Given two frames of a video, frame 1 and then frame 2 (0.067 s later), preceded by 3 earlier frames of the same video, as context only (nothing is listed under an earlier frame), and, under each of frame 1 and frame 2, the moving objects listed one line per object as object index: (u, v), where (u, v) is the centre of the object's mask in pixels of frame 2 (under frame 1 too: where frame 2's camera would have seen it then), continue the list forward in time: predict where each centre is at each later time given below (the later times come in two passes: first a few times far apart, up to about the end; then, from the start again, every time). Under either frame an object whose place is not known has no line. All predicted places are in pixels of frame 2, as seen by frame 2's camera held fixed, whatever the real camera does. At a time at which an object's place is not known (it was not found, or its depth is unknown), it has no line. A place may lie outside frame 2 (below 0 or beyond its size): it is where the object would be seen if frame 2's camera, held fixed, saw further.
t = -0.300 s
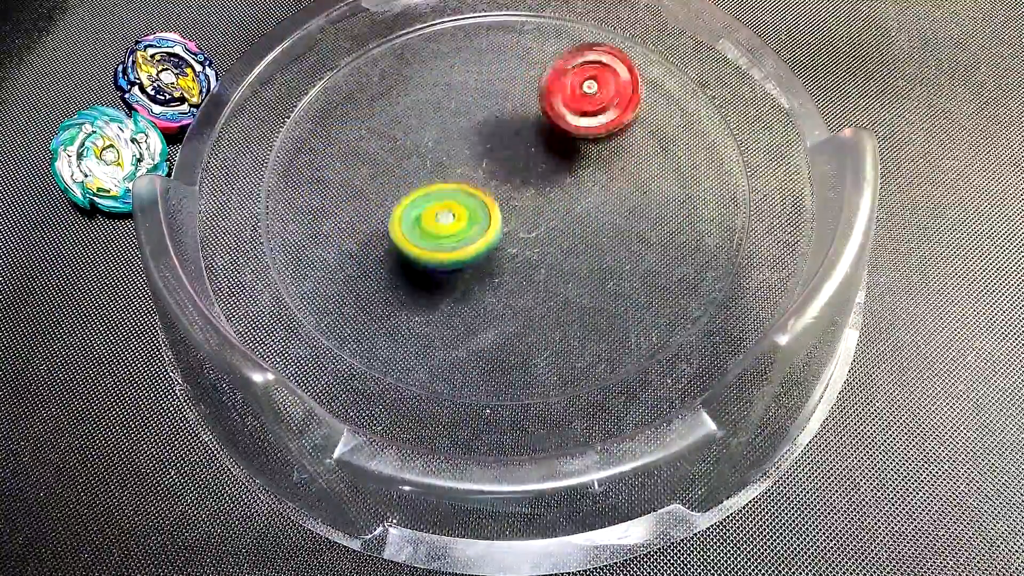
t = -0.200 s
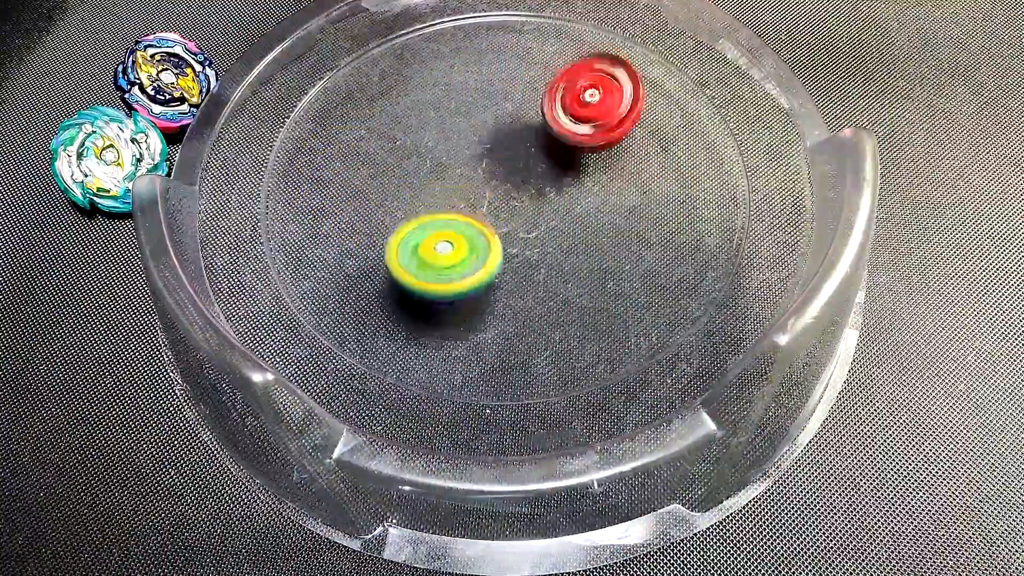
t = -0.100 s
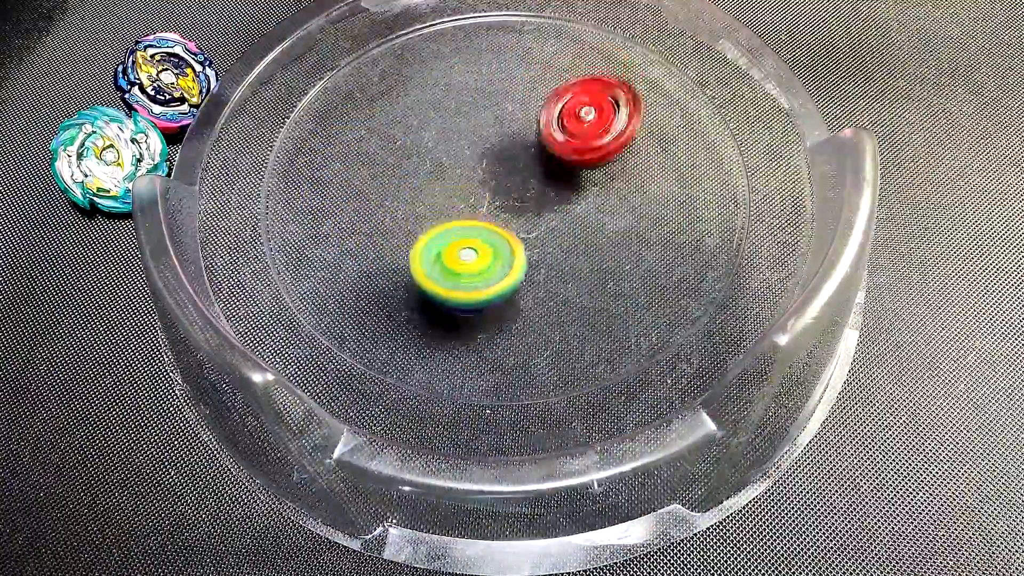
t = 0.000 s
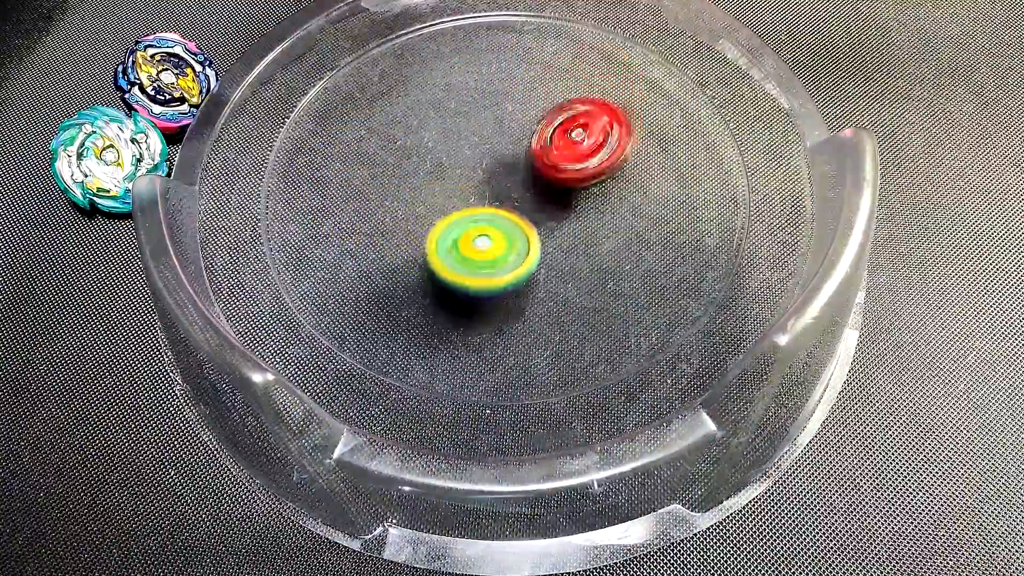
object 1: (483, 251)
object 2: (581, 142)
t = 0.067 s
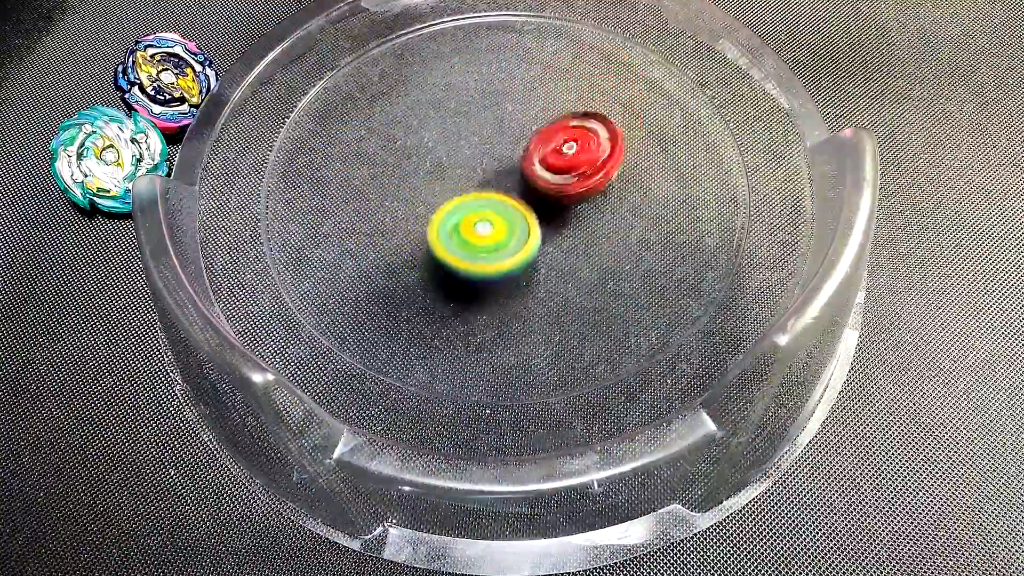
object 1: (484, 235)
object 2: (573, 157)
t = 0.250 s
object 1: (368, 219)
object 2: (616, 163)
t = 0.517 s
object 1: (361, 250)
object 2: (568, 175)
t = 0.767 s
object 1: (412, 210)
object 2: (539, 151)
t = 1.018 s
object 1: (401, 176)
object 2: (628, 59)
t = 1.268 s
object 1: (451, 131)
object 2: (635, 65)
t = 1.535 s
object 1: (462, 78)
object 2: (586, 126)
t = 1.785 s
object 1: (449, 103)
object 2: (544, 297)
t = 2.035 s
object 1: (496, 147)
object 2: (538, 317)
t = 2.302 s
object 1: (572, 155)
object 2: (481, 207)
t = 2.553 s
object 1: (563, 150)
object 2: (403, 142)
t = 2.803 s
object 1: (554, 176)
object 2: (432, 167)
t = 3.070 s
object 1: (515, 223)
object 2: (452, 154)
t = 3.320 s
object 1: (514, 226)
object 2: (458, 155)
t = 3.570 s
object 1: (501, 220)
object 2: (438, 166)
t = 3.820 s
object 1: (494, 219)
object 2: (457, 149)
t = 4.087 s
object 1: (505, 219)
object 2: (461, 142)
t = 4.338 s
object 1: (515, 199)
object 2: (450, 150)
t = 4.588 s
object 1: (525, 191)
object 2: (448, 152)
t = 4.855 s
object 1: (536, 178)
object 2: (450, 160)
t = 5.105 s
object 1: (542, 178)
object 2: (447, 158)
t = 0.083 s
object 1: (483, 231)
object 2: (572, 160)
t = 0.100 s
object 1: (481, 227)
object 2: (569, 163)
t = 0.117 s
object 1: (478, 224)
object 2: (566, 166)
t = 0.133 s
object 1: (465, 222)
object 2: (570, 169)
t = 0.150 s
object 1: (444, 221)
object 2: (581, 168)
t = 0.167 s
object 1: (425, 221)
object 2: (592, 166)
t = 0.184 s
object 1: (408, 220)
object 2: (600, 165)
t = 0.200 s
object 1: (395, 220)
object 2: (606, 165)
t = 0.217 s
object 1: (383, 219)
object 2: (613, 163)
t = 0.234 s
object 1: (374, 220)
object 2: (615, 162)
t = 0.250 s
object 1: (368, 219)
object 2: (616, 163)
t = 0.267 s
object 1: (362, 221)
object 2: (616, 163)
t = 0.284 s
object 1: (358, 222)
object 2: (614, 164)
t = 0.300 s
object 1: (354, 223)
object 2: (611, 165)
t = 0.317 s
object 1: (351, 226)
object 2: (609, 166)
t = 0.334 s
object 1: (348, 229)
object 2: (608, 167)
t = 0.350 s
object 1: (347, 231)
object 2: (603, 168)
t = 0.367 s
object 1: (345, 235)
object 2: (600, 170)
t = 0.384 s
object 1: (343, 239)
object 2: (598, 171)
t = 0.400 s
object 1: (344, 242)
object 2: (595, 171)
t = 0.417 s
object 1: (345, 245)
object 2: (590, 172)
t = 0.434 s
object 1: (346, 247)
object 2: (587, 173)
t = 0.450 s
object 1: (348, 249)
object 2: (584, 173)
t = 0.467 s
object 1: (351, 250)
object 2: (579, 174)
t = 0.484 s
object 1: (354, 250)
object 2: (576, 173)
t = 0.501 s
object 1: (357, 250)
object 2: (573, 174)
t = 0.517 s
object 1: (361, 250)
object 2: (568, 175)
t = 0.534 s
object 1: (365, 249)
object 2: (563, 175)
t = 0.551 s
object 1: (371, 247)
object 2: (560, 174)
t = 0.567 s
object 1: (376, 245)
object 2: (556, 174)
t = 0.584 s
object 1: (382, 243)
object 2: (549, 173)
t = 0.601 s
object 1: (388, 240)
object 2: (546, 173)
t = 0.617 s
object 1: (394, 237)
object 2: (543, 172)
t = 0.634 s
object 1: (399, 234)
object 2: (537, 171)
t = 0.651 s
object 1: (405, 230)
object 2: (533, 169)
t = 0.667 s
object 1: (410, 227)
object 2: (530, 169)
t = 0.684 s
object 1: (415, 224)
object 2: (524, 167)
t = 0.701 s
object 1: (421, 221)
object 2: (519, 165)
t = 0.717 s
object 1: (426, 217)
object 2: (516, 165)
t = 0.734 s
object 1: (430, 214)
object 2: (514, 162)
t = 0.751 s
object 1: (423, 213)
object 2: (523, 156)
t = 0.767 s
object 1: (412, 210)
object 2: (539, 151)
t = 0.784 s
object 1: (401, 208)
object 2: (551, 137)
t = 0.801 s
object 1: (394, 206)
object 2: (566, 129)
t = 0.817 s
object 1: (391, 203)
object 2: (577, 121)
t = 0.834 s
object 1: (389, 201)
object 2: (590, 114)
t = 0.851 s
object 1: (388, 198)
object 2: (596, 101)
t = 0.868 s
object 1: (386, 194)
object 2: (604, 95)
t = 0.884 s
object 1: (385, 192)
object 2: (613, 88)
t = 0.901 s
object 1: (386, 190)
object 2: (617, 84)
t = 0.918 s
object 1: (387, 187)
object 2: (621, 76)
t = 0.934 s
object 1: (388, 185)
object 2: (624, 72)
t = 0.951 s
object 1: (390, 183)
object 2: (626, 69)
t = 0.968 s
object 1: (392, 180)
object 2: (626, 67)
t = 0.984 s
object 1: (394, 179)
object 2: (627, 64)
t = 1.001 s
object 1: (397, 178)
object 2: (627, 60)
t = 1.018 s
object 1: (401, 176)
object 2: (628, 59)
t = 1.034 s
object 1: (405, 174)
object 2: (628, 57)
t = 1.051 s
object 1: (408, 172)
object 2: (629, 56)
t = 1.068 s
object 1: (411, 171)
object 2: (631, 54)
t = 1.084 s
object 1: (415, 169)
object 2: (631, 54)
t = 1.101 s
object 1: (419, 168)
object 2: (633, 53)
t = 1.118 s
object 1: (423, 167)
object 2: (633, 53)
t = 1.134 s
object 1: (426, 164)
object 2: (635, 52)
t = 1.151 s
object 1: (428, 161)
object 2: (635, 53)
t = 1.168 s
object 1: (430, 159)
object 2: (637, 53)
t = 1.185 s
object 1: (433, 155)
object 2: (636, 55)
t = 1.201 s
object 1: (437, 150)
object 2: (637, 56)
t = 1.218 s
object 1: (441, 145)
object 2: (635, 57)
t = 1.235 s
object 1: (445, 139)
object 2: (637, 60)
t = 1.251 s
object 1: (448, 134)
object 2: (635, 62)
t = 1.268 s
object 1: (451, 131)
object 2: (635, 65)
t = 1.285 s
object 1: (455, 126)
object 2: (633, 67)
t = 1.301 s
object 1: (458, 124)
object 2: (631, 70)
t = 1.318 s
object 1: (460, 121)
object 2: (629, 73)
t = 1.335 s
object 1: (461, 120)
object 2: (627, 76)
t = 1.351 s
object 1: (462, 119)
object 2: (623, 80)
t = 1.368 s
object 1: (464, 117)
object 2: (619, 83)
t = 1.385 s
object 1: (466, 115)
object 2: (615, 86)
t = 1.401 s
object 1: (467, 112)
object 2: (611, 90)
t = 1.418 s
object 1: (469, 108)
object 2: (605, 94)
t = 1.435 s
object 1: (472, 106)
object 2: (600, 97)
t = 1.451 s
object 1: (477, 102)
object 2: (595, 99)
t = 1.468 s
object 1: (481, 99)
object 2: (588, 103)
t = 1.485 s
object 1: (482, 95)
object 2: (584, 105)
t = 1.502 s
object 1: (476, 87)
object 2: (584, 112)
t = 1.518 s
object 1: (468, 82)
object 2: (587, 119)
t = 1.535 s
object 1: (462, 78)
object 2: (586, 126)
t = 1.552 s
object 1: (457, 74)
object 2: (587, 140)
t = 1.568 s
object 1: (452, 70)
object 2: (586, 148)
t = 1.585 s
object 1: (447, 69)
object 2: (582, 162)
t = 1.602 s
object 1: (443, 69)
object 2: (581, 175)
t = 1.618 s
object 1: (441, 71)
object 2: (575, 189)
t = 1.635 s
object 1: (440, 73)
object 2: (575, 203)
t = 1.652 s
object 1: (438, 74)
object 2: (571, 212)
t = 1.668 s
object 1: (436, 77)
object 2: (566, 227)
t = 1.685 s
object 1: (437, 81)
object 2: (564, 238)
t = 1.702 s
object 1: (438, 85)
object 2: (561, 248)
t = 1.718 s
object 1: (439, 88)
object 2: (557, 261)
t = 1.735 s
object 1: (440, 92)
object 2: (553, 270)
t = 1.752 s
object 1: (443, 97)
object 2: (550, 280)
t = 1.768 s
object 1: (446, 100)
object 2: (545, 291)
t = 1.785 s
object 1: (449, 103)
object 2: (544, 297)
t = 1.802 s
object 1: (450, 108)
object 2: (541, 304)
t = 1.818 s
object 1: (454, 112)
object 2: (537, 313)
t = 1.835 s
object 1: (458, 116)
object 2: (537, 317)
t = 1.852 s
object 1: (461, 119)
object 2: (534, 319)
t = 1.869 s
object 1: (463, 123)
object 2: (534, 324)
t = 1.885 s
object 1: (468, 127)
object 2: (533, 328)
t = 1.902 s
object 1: (472, 130)
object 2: (534, 327)
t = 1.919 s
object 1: (475, 131)
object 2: (534, 328)
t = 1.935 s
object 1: (478, 135)
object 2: (534, 327)
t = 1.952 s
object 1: (481, 138)
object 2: (533, 328)
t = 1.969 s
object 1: (485, 140)
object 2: (536, 328)
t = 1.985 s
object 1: (488, 141)
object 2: (535, 327)
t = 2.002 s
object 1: (490, 144)
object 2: (533, 323)
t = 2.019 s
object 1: (493, 146)
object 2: (536, 320)
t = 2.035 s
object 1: (496, 147)
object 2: (538, 317)
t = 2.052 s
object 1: (497, 147)
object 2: (539, 312)
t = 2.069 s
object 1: (498, 148)
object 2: (537, 309)
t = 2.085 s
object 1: (503, 148)
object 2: (536, 304)
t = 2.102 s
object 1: (508, 147)
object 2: (537, 302)
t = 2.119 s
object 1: (512, 148)
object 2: (536, 296)
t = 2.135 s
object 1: (518, 150)
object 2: (532, 289)
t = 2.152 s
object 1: (526, 151)
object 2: (529, 282)
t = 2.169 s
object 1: (533, 152)
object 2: (528, 278)
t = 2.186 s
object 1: (539, 154)
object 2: (524, 269)
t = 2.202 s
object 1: (545, 156)
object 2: (519, 261)
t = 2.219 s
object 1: (553, 157)
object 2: (512, 253)
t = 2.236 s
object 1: (558, 156)
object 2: (508, 244)
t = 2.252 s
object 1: (562, 157)
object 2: (503, 236)
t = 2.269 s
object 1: (566, 158)
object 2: (498, 226)
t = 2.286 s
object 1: (570, 156)
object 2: (489, 215)
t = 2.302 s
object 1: (572, 155)
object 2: (481, 207)
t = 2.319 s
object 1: (573, 155)
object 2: (474, 199)
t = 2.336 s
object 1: (575, 154)
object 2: (469, 191)
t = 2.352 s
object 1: (576, 153)
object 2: (462, 182)
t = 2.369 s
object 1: (575, 152)
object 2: (453, 173)
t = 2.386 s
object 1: (575, 152)
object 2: (445, 167)
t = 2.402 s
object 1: (575, 151)
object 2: (438, 160)
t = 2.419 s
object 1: (575, 150)
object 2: (432, 155)
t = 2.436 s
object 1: (573, 150)
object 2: (427, 151)
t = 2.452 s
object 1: (572, 149)
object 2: (422, 148)
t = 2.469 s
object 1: (572, 148)
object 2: (417, 144)
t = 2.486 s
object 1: (570, 148)
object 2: (412, 144)
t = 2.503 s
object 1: (567, 149)
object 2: (409, 143)
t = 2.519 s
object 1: (567, 149)
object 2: (405, 143)
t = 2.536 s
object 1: (566, 149)
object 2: (402, 143)
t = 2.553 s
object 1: (563, 150)
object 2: (403, 142)
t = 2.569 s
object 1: (562, 150)
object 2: (401, 142)
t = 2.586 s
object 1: (562, 150)
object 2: (401, 143)
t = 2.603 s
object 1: (560, 151)
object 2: (401, 143)
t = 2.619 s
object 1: (559, 152)
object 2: (404, 143)
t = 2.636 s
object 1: (559, 153)
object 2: (405, 144)
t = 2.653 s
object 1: (559, 153)
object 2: (408, 144)
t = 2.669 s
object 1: (557, 154)
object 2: (410, 146)
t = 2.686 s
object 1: (557, 156)
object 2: (414, 148)
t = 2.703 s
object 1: (558, 157)
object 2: (417, 150)
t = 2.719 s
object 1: (557, 158)
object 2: (420, 152)
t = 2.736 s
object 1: (557, 161)
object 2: (422, 156)
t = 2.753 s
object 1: (558, 163)
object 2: (425, 159)
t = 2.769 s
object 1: (558, 166)
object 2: (427, 162)
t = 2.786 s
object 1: (556, 170)
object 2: (429, 165)
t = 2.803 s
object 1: (554, 176)
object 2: (432, 167)
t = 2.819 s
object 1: (551, 178)
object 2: (432, 169)
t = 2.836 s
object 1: (544, 183)
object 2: (434, 171)
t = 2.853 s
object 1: (538, 189)
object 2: (433, 172)
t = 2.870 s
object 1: (534, 192)
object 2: (433, 174)
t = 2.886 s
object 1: (529, 196)
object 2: (434, 172)
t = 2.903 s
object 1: (525, 201)
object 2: (436, 171)
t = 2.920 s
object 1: (524, 206)
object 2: (439, 170)
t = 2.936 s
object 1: (522, 209)
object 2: (442, 167)
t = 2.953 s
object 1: (519, 213)
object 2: (444, 165)
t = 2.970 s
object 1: (519, 216)
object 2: (445, 163)
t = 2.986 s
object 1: (518, 216)
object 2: (449, 160)
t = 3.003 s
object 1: (516, 218)
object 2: (448, 160)
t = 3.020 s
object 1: (516, 219)
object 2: (449, 158)
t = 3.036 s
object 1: (515, 219)
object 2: (451, 156)
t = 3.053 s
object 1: (513, 219)
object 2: (451, 155)
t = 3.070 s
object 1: (515, 223)
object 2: (452, 154)
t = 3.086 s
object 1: (517, 225)
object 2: (453, 151)
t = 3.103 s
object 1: (516, 228)
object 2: (452, 147)
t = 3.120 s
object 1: (517, 230)
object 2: (451, 145)
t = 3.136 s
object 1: (518, 231)
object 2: (451, 145)
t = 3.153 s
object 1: (517, 232)
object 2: (450, 144)
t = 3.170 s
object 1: (518, 233)
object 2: (451, 144)
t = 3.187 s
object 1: (518, 232)
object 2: (451, 145)
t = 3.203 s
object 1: (518, 231)
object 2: (453, 146)
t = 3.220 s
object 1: (518, 232)
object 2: (454, 147)
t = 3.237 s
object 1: (519, 230)
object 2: (455, 148)
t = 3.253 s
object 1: (517, 229)
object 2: (457, 150)
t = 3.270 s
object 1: (517, 229)
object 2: (458, 152)
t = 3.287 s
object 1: (517, 227)
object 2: (458, 153)
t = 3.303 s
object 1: (515, 226)
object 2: (459, 154)
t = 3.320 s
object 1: (514, 226)
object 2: (458, 155)
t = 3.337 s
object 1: (514, 223)
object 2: (458, 157)
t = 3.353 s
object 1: (512, 222)
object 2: (457, 158)
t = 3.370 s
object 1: (511, 221)
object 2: (456, 158)
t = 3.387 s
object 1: (511, 221)
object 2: (455, 160)
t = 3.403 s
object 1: (509, 221)
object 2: (453, 161)
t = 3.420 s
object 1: (509, 222)
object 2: (450, 163)
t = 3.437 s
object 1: (508, 222)
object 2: (448, 164)
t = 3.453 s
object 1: (506, 223)
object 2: (446, 166)
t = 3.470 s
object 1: (506, 223)
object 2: (444, 166)
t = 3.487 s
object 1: (506, 222)
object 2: (442, 166)
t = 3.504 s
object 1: (504, 222)
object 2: (441, 166)
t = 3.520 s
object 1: (504, 222)
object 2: (440, 167)
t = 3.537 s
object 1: (503, 220)
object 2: (438, 167)
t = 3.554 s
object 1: (501, 220)
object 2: (438, 166)
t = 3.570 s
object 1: (501, 220)
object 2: (438, 166)
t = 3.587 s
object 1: (498, 219)
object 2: (438, 165)
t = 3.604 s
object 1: (497, 220)
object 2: (440, 163)
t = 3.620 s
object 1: (497, 218)
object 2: (442, 161)
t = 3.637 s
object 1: (495, 218)
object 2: (443, 160)
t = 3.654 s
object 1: (495, 218)
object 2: (446, 158)
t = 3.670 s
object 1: (495, 217)
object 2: (449, 155)
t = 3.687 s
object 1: (494, 218)
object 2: (451, 153)
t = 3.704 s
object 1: (495, 219)
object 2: (452, 154)
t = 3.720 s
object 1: (494, 219)
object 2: (453, 152)
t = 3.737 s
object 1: (493, 220)
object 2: (455, 152)
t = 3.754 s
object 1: (494, 220)
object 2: (456, 151)
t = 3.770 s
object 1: (493, 219)
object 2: (456, 150)
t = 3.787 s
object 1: (494, 220)
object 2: (457, 149)
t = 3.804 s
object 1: (495, 219)
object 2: (457, 149)
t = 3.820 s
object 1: (494, 219)
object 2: (457, 149)
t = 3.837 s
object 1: (496, 219)
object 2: (457, 149)
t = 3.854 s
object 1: (496, 218)
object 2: (457, 149)
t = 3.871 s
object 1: (496, 218)
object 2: (457, 149)
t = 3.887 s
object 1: (497, 216)
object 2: (456, 149)
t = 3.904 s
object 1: (496, 215)
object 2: (455, 149)
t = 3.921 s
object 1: (497, 214)
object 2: (455, 150)
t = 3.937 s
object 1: (498, 213)
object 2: (455, 150)
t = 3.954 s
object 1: (497, 214)
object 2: (455, 148)
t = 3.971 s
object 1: (499, 214)
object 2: (456, 147)
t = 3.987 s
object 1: (498, 215)
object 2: (458, 145)
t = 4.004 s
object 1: (500, 217)
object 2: (459, 144)
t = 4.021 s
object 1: (501, 217)
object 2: (460, 143)
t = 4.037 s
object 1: (501, 219)
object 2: (460, 142)
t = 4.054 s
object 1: (504, 219)
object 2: (461, 142)
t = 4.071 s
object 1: (503, 219)
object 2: (461, 142)
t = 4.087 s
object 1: (505, 219)
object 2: (461, 142)
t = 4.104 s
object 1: (506, 217)
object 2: (461, 142)
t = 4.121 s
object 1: (506, 218)
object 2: (461, 142)
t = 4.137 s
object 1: (508, 216)
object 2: (460, 143)
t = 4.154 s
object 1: (508, 215)
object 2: (460, 143)
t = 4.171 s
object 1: (510, 213)
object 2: (459, 144)
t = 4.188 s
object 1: (510, 211)
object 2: (459, 145)
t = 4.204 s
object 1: (511, 211)
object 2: (458, 146)
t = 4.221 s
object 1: (512, 209)
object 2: (457, 147)
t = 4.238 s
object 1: (512, 207)
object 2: (456, 147)
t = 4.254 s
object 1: (513, 205)
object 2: (455, 149)
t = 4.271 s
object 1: (512, 203)
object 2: (453, 149)
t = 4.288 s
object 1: (514, 202)
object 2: (452, 150)
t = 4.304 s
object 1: (513, 199)
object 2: (451, 151)
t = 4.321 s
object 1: (513, 200)
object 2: (450, 151)
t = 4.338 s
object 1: (515, 199)
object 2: (450, 150)
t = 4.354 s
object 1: (514, 198)
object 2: (450, 149)
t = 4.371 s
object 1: (516, 197)
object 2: (451, 149)
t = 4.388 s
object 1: (516, 197)
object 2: (451, 149)
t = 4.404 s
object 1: (518, 197)
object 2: (450, 149)
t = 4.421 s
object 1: (518, 195)
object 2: (450, 150)
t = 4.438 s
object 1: (519, 195)
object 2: (450, 151)
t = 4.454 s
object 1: (520, 193)
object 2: (449, 152)
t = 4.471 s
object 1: (520, 193)
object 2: (449, 153)
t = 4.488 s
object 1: (521, 191)
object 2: (448, 154)
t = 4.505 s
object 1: (520, 190)
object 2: (447, 155)
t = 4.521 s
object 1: (522, 189)
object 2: (446, 156)
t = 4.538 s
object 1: (522, 190)
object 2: (446, 154)
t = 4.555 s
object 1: (523, 190)
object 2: (447, 153)
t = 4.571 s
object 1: (523, 190)
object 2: (448, 152)
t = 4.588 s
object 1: (525, 191)
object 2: (448, 152)
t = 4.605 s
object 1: (526, 191)
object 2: (449, 152)
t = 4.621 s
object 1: (527, 191)
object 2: (449, 153)
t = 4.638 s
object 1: (528, 190)
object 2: (450, 154)
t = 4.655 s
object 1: (529, 190)
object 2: (450, 155)
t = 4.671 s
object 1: (531, 188)
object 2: (450, 157)
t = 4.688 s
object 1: (531, 188)
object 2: (450, 157)
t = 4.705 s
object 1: (533, 186)
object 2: (450, 159)
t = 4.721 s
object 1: (533, 186)
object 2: (450, 159)
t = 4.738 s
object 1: (534, 185)
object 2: (450, 160)
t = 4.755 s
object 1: (534, 184)
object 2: (449, 161)
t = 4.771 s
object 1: (536, 184)
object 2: (449, 162)
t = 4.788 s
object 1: (535, 183)
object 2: (449, 162)
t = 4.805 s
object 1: (536, 182)
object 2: (449, 162)
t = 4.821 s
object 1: (536, 180)
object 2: (450, 161)
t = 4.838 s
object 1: (536, 180)
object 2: (450, 161)
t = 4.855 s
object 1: (536, 178)
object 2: (450, 160)
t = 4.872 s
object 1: (536, 178)
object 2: (450, 159)
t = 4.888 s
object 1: (536, 176)
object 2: (450, 159)
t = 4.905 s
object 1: (535, 176)
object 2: (450, 158)
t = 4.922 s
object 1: (535, 175)
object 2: (450, 158)
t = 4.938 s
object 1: (534, 174)
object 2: (450, 157)
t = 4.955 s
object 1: (534, 172)
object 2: (450, 157)
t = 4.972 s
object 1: (532, 172)
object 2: (449, 156)
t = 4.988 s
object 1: (533, 171)
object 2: (449, 156)
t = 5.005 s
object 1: (531, 171)
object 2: (449, 155)
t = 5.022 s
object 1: (531, 171)
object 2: (449, 155)
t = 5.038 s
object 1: (530, 172)
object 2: (449, 154)
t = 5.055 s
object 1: (534, 175)
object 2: (448, 155)
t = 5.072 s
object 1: (536, 176)
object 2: (447, 156)
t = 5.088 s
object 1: (540, 177)
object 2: (447, 158)
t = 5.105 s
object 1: (542, 178)
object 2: (447, 158)
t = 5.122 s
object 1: (546, 179)
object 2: (449, 159)
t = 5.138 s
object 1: (547, 179)
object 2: (450, 158)
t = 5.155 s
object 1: (550, 179)
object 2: (451, 158)
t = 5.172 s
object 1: (551, 180)
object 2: (452, 157)
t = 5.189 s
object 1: (554, 180)
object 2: (453, 157)
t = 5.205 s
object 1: (555, 181)
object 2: (453, 156)
